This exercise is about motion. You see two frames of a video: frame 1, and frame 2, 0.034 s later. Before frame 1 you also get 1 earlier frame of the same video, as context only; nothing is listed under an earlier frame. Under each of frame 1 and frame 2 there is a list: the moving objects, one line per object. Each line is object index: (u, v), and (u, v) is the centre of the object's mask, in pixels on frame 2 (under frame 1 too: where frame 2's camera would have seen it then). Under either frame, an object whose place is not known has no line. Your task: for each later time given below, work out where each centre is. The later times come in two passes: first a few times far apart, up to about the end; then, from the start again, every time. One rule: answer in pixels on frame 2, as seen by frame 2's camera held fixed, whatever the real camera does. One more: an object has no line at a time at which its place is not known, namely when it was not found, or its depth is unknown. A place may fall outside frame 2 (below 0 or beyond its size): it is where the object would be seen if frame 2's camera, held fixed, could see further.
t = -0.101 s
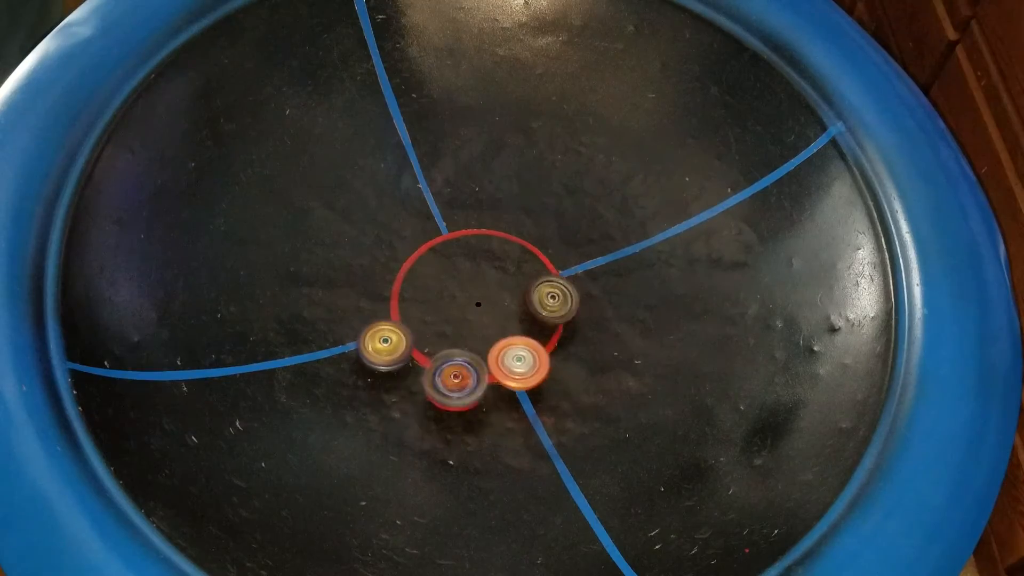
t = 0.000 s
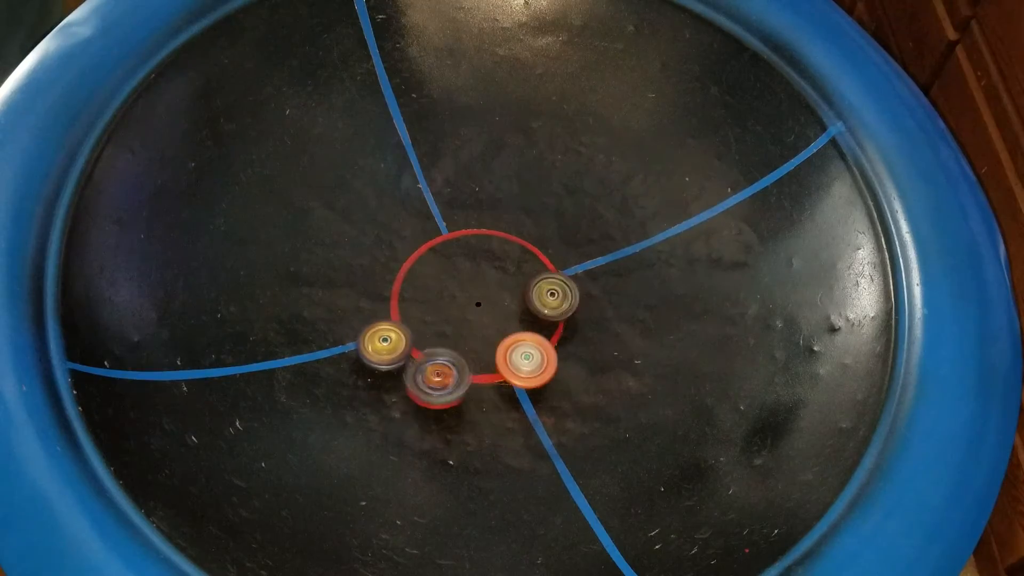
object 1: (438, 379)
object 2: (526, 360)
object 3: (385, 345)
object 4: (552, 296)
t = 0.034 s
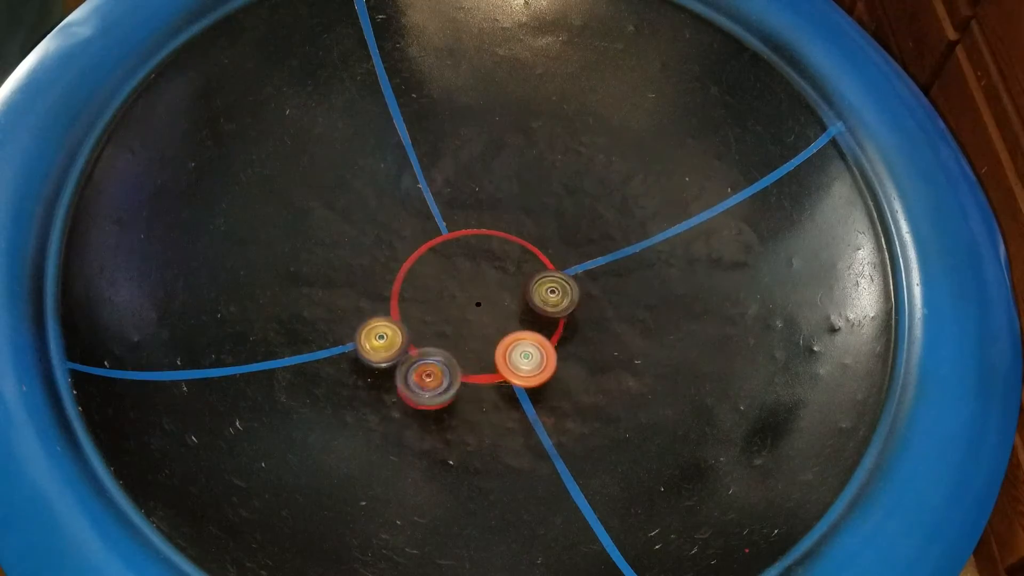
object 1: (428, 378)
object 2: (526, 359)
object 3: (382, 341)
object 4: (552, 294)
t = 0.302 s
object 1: (434, 400)
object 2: (523, 351)
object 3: (379, 330)
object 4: (551, 303)
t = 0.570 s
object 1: (455, 375)
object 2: (514, 349)
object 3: (377, 326)
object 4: (557, 310)
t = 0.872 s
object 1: (432, 352)
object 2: (512, 351)
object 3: (375, 324)
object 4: (580, 309)
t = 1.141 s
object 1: (441, 331)
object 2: (507, 348)
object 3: (378, 320)
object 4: (583, 317)
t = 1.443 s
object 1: (451, 306)
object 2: (505, 348)
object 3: (378, 317)
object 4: (566, 315)
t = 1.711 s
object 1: (482, 287)
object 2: (502, 348)
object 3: (384, 314)
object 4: (544, 311)
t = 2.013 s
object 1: (507, 272)
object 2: (496, 348)
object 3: (391, 312)
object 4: (615, 337)
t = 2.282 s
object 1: (530, 283)
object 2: (500, 348)
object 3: (396, 309)
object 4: (607, 346)
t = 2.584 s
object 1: (530, 301)
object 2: (497, 349)
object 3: (399, 308)
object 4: (578, 338)
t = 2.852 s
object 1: (528, 294)
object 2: (499, 349)
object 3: (400, 309)
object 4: (563, 347)
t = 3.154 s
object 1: (536, 303)
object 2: (490, 344)
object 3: (405, 312)
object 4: (560, 385)
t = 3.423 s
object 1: (539, 317)
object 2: (481, 342)
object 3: (410, 311)
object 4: (574, 422)
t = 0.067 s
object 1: (426, 381)
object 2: (525, 358)
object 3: (380, 337)
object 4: (553, 295)
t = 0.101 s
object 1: (424, 384)
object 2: (525, 357)
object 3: (380, 336)
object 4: (552, 295)
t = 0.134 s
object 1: (424, 388)
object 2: (525, 356)
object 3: (380, 335)
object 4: (552, 295)
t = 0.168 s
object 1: (426, 391)
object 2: (525, 355)
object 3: (380, 334)
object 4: (553, 297)
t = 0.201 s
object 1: (427, 394)
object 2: (524, 354)
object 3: (379, 333)
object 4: (553, 299)
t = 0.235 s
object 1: (428, 397)
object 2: (524, 352)
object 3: (378, 332)
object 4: (551, 300)
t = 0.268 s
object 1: (430, 400)
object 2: (523, 352)
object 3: (379, 332)
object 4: (551, 300)
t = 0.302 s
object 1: (434, 400)
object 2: (523, 351)
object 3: (379, 330)
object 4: (551, 303)
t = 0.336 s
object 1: (437, 400)
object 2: (520, 351)
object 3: (379, 330)
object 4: (551, 303)
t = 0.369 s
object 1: (440, 397)
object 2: (518, 352)
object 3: (379, 330)
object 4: (554, 304)
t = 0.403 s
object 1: (444, 394)
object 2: (516, 351)
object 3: (379, 329)
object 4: (554, 304)
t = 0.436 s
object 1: (448, 391)
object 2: (515, 351)
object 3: (378, 328)
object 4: (555, 304)
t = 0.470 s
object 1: (450, 388)
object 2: (515, 350)
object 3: (378, 327)
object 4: (557, 306)
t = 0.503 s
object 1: (452, 383)
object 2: (514, 350)
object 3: (378, 326)
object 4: (556, 308)
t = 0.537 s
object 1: (454, 379)
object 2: (514, 349)
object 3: (377, 326)
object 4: (556, 308)
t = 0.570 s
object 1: (455, 375)
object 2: (514, 349)
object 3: (377, 326)
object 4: (557, 310)
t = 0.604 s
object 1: (450, 371)
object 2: (516, 351)
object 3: (378, 326)
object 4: (561, 310)
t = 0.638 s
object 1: (447, 369)
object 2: (515, 352)
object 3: (378, 325)
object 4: (564, 310)
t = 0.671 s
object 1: (444, 367)
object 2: (514, 353)
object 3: (378, 326)
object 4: (565, 310)
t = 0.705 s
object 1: (440, 366)
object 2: (513, 352)
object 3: (378, 326)
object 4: (569, 308)
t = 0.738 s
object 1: (435, 364)
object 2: (513, 351)
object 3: (378, 325)
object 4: (574, 310)
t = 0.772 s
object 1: (431, 360)
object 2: (513, 351)
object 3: (378, 325)
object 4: (574, 309)
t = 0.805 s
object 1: (431, 357)
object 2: (512, 351)
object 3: (377, 325)
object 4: (578, 309)
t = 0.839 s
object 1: (432, 355)
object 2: (512, 351)
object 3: (375, 324)
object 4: (580, 310)
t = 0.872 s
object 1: (432, 352)
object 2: (512, 351)
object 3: (375, 324)
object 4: (580, 309)
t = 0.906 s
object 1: (432, 348)
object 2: (511, 351)
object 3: (376, 323)
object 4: (584, 310)
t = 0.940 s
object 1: (433, 345)
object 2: (511, 351)
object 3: (377, 322)
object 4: (585, 312)
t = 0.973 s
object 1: (436, 343)
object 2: (511, 350)
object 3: (377, 322)
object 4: (583, 311)
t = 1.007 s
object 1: (440, 340)
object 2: (510, 350)
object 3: (377, 321)
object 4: (585, 312)
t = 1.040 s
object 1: (443, 338)
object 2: (509, 350)
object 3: (377, 321)
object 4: (586, 314)
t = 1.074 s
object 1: (444, 336)
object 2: (509, 349)
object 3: (378, 321)
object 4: (583, 314)
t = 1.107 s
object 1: (441, 334)
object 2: (508, 349)
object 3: (378, 320)
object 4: (585, 315)
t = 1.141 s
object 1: (441, 331)
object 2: (507, 348)
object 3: (378, 320)
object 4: (583, 317)
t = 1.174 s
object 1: (442, 329)
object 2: (507, 348)
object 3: (379, 319)
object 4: (581, 317)
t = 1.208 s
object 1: (443, 328)
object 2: (506, 348)
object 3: (379, 319)
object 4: (581, 318)
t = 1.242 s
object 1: (445, 326)
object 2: (506, 347)
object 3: (380, 318)
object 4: (580, 318)
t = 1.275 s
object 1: (445, 322)
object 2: (506, 348)
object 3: (381, 317)
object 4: (577, 318)
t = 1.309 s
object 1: (445, 319)
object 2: (506, 349)
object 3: (381, 316)
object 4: (577, 318)
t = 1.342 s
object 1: (446, 315)
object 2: (505, 349)
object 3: (383, 316)
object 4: (574, 318)
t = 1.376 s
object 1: (446, 313)
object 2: (505, 349)
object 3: (384, 316)
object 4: (571, 316)
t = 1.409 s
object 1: (446, 309)
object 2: (505, 348)
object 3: (381, 317)
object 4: (568, 315)
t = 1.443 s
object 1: (451, 306)
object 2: (505, 348)
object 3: (378, 317)
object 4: (566, 315)
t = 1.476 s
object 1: (455, 303)
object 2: (505, 348)
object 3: (378, 317)
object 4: (559, 312)
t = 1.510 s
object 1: (458, 301)
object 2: (505, 348)
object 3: (379, 316)
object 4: (557, 312)
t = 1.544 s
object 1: (463, 298)
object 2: (504, 348)
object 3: (379, 315)
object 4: (555, 311)
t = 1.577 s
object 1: (466, 296)
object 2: (504, 348)
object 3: (380, 315)
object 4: (548, 309)
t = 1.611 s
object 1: (468, 293)
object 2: (503, 348)
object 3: (381, 315)
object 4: (546, 307)
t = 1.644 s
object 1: (473, 290)
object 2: (503, 348)
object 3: (382, 314)
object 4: (546, 307)
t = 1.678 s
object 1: (477, 289)
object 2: (503, 348)
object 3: (383, 314)
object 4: (541, 304)
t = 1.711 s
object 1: (482, 287)
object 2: (502, 348)
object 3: (384, 314)
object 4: (544, 311)
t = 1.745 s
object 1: (485, 287)
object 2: (501, 348)
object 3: (384, 314)
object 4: (556, 314)
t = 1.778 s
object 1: (486, 285)
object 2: (500, 347)
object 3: (384, 314)
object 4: (567, 316)
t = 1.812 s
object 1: (489, 282)
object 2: (499, 347)
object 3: (386, 314)
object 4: (585, 321)
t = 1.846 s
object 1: (491, 280)
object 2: (499, 347)
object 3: (387, 314)
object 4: (591, 322)
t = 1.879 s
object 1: (493, 278)
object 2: (498, 346)
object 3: (388, 313)
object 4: (602, 326)
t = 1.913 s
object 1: (496, 275)
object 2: (497, 346)
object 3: (388, 313)
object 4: (609, 328)
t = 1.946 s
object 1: (499, 274)
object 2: (497, 346)
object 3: (389, 313)
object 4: (613, 329)
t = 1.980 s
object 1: (503, 272)
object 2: (497, 347)
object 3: (390, 312)
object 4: (617, 333)
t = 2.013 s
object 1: (507, 272)
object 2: (496, 348)
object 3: (391, 312)
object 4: (615, 337)
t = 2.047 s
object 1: (510, 272)
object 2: (497, 348)
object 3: (391, 312)
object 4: (615, 338)
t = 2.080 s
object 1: (513, 272)
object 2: (497, 348)
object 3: (393, 311)
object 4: (616, 340)
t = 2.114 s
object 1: (516, 273)
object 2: (498, 348)
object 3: (394, 311)
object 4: (616, 343)
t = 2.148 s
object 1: (519, 274)
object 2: (498, 348)
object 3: (394, 311)
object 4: (615, 345)
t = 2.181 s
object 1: (522, 275)
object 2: (498, 348)
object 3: (394, 311)
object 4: (613, 346)
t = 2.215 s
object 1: (525, 277)
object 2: (499, 348)
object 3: (395, 310)
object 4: (611, 346)
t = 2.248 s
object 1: (528, 280)
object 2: (499, 348)
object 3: (396, 310)
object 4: (610, 346)
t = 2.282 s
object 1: (530, 283)
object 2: (500, 348)
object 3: (396, 309)
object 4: (607, 346)
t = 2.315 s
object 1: (532, 286)
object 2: (499, 347)
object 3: (397, 309)
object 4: (601, 345)
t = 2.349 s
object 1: (533, 290)
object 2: (498, 347)
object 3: (398, 309)
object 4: (596, 343)
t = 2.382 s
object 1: (535, 293)
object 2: (498, 347)
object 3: (398, 309)
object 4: (593, 342)
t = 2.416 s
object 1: (536, 297)
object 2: (498, 347)
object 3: (398, 308)
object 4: (592, 340)
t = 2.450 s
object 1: (536, 301)
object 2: (498, 348)
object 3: (398, 308)
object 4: (586, 337)
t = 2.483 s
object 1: (534, 299)
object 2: (498, 348)
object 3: (399, 308)
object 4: (584, 340)
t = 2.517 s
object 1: (533, 299)
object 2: (498, 348)
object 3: (399, 308)
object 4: (579, 340)
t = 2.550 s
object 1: (532, 301)
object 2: (498, 348)
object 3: (399, 308)
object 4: (576, 340)
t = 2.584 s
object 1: (530, 301)
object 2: (497, 349)
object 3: (399, 308)
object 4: (578, 338)
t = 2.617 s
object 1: (530, 300)
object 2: (496, 349)
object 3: (399, 308)
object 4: (580, 340)
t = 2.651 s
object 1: (529, 298)
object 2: (497, 350)
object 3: (399, 308)
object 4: (579, 345)
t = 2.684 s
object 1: (529, 296)
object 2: (498, 350)
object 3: (400, 308)
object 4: (573, 347)
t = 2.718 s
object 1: (529, 295)
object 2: (499, 351)
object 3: (400, 308)
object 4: (567, 346)
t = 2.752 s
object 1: (529, 294)
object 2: (499, 351)
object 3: (400, 308)
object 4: (567, 345)
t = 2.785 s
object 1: (530, 293)
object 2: (499, 350)
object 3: (400, 309)
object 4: (566, 345)
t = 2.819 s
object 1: (531, 295)
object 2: (500, 350)
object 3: (400, 309)
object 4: (565, 346)
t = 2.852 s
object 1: (528, 294)
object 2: (499, 349)
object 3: (400, 309)
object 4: (563, 347)
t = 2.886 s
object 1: (529, 294)
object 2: (494, 347)
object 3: (401, 310)
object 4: (562, 353)
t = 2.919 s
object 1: (531, 295)
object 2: (492, 346)
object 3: (401, 310)
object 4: (560, 351)
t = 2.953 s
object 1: (533, 297)
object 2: (493, 346)
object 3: (401, 310)
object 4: (560, 352)
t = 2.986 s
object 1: (533, 297)
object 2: (492, 346)
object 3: (402, 311)
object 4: (559, 357)
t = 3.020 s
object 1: (534, 298)
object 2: (491, 346)
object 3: (402, 311)
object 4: (560, 362)
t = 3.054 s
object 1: (532, 297)
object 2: (491, 345)
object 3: (402, 311)
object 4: (560, 367)
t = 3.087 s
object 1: (533, 297)
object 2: (491, 344)
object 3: (404, 312)
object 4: (560, 373)
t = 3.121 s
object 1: (535, 300)
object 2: (491, 344)
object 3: (404, 312)
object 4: (560, 380)
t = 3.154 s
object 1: (536, 303)
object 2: (490, 344)
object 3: (405, 312)
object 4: (560, 385)
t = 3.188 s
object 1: (537, 306)
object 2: (489, 343)
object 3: (406, 312)
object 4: (560, 390)
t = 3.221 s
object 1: (540, 308)
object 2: (487, 342)
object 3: (406, 312)
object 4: (563, 397)
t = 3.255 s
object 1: (543, 311)
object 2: (486, 342)
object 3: (407, 312)
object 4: (566, 402)
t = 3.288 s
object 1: (543, 314)
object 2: (486, 342)
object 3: (407, 312)
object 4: (567, 406)
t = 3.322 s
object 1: (540, 317)
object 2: (486, 342)
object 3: (407, 311)
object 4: (569, 411)
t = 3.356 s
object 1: (536, 316)
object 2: (485, 342)
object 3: (409, 311)
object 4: (569, 415)
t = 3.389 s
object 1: (536, 316)
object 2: (484, 342)
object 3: (409, 311)
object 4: (572, 419)
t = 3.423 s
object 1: (539, 317)
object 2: (481, 342)
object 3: (410, 311)
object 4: (574, 422)
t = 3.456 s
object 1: (539, 319)
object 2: (481, 341)
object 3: (410, 310)
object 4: (574, 424)
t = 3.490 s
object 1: (544, 320)
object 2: (474, 342)
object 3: (410, 310)
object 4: (575, 425)
